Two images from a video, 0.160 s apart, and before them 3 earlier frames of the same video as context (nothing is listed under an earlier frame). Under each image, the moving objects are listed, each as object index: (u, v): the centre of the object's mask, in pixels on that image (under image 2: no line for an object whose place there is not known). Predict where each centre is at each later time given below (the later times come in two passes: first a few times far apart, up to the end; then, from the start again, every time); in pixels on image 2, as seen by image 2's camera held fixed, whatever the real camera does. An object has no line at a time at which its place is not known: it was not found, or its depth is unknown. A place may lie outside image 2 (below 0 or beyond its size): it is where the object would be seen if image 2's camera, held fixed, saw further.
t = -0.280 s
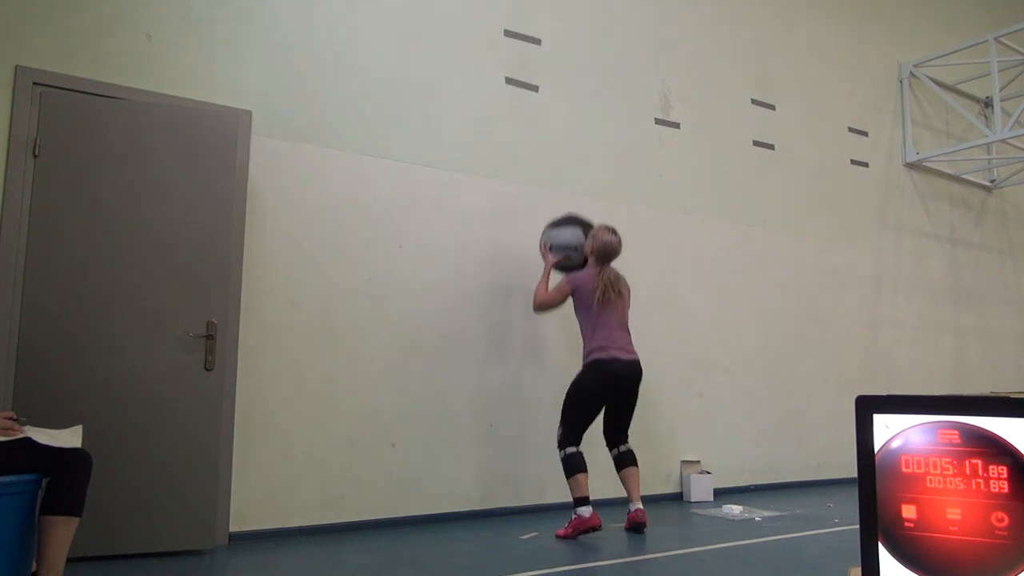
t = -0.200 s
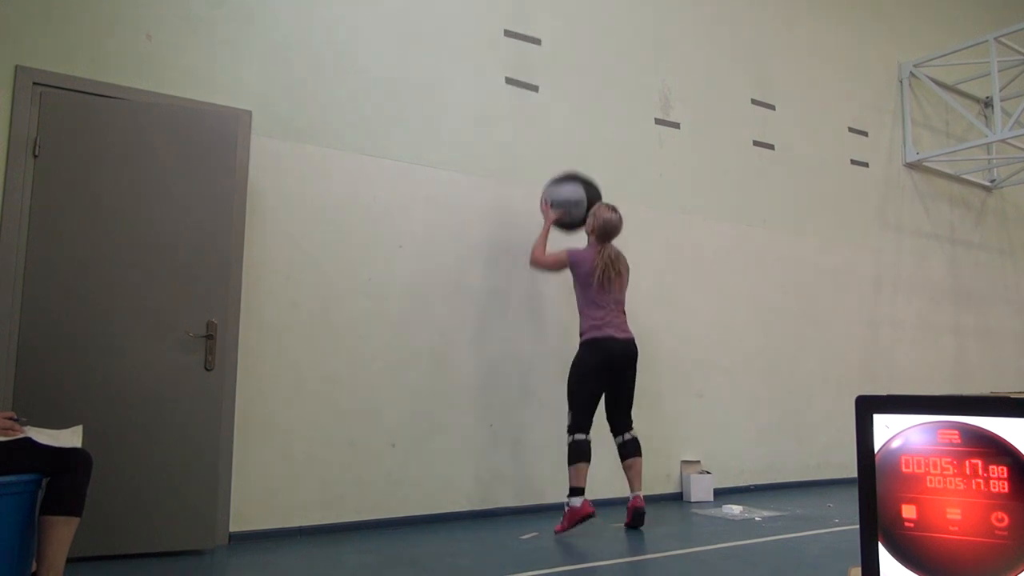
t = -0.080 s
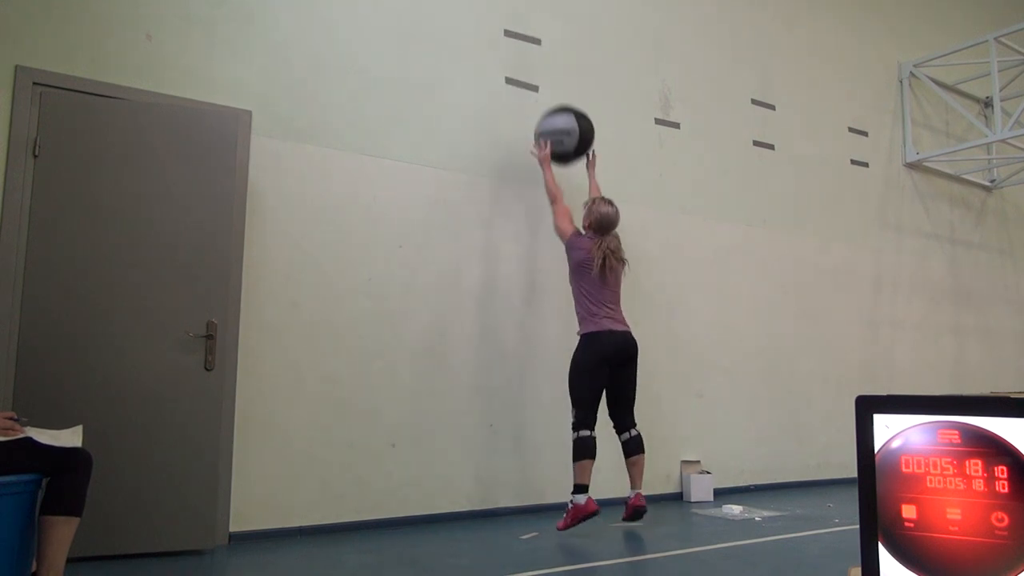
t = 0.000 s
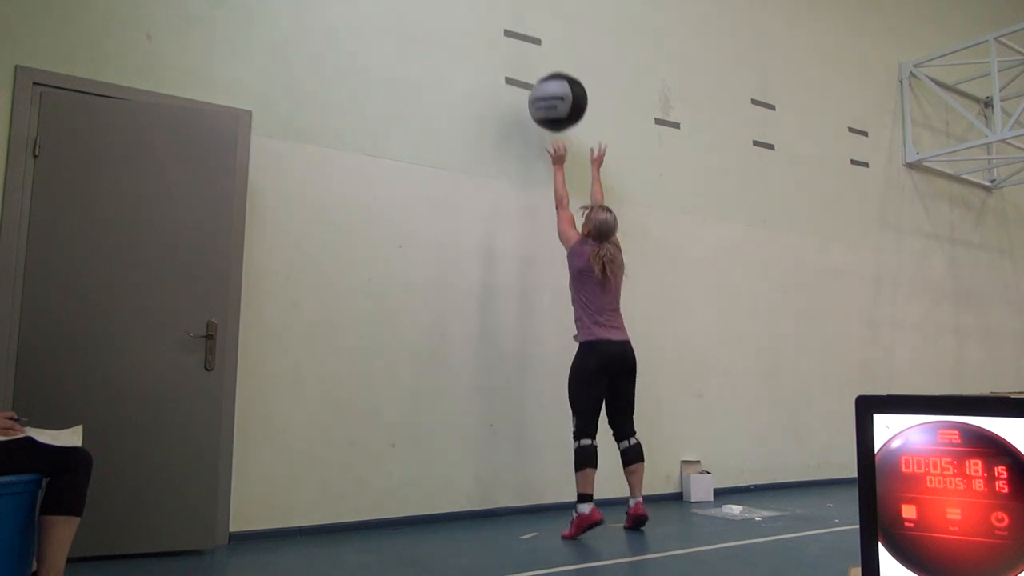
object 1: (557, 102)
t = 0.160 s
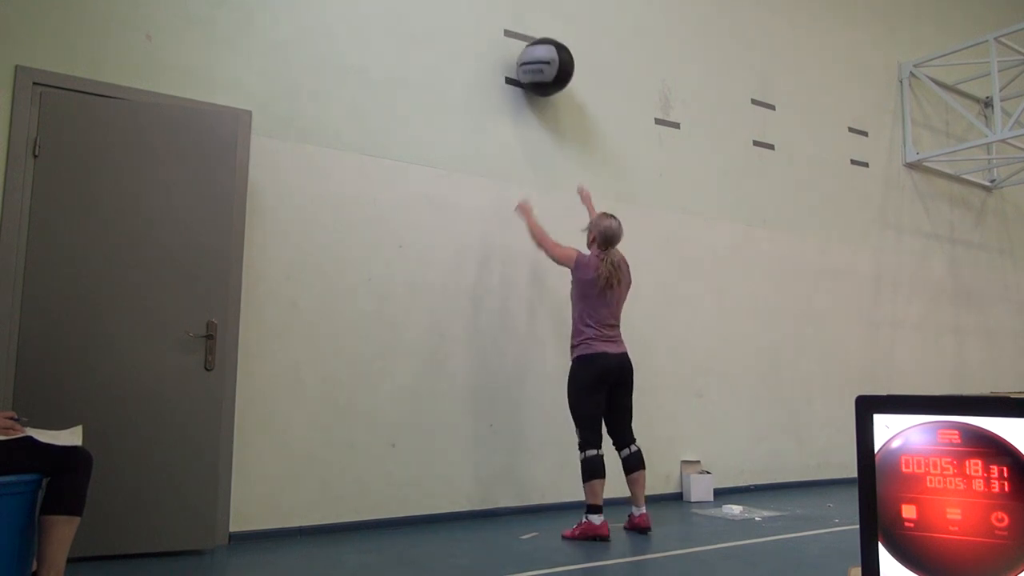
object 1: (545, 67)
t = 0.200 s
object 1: (543, 65)
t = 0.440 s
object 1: (554, 86)
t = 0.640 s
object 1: (564, 174)
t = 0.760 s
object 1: (557, 258)
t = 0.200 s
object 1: (543, 65)
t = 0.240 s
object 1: (544, 62)
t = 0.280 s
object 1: (547, 62)
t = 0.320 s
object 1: (548, 64)
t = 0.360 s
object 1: (551, 69)
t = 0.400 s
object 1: (552, 76)
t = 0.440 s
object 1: (554, 86)
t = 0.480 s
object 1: (556, 98)
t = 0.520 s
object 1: (558, 113)
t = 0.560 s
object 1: (560, 131)
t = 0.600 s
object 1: (562, 151)
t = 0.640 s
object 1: (564, 174)
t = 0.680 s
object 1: (564, 198)
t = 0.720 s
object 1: (560, 228)
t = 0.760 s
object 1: (557, 258)
